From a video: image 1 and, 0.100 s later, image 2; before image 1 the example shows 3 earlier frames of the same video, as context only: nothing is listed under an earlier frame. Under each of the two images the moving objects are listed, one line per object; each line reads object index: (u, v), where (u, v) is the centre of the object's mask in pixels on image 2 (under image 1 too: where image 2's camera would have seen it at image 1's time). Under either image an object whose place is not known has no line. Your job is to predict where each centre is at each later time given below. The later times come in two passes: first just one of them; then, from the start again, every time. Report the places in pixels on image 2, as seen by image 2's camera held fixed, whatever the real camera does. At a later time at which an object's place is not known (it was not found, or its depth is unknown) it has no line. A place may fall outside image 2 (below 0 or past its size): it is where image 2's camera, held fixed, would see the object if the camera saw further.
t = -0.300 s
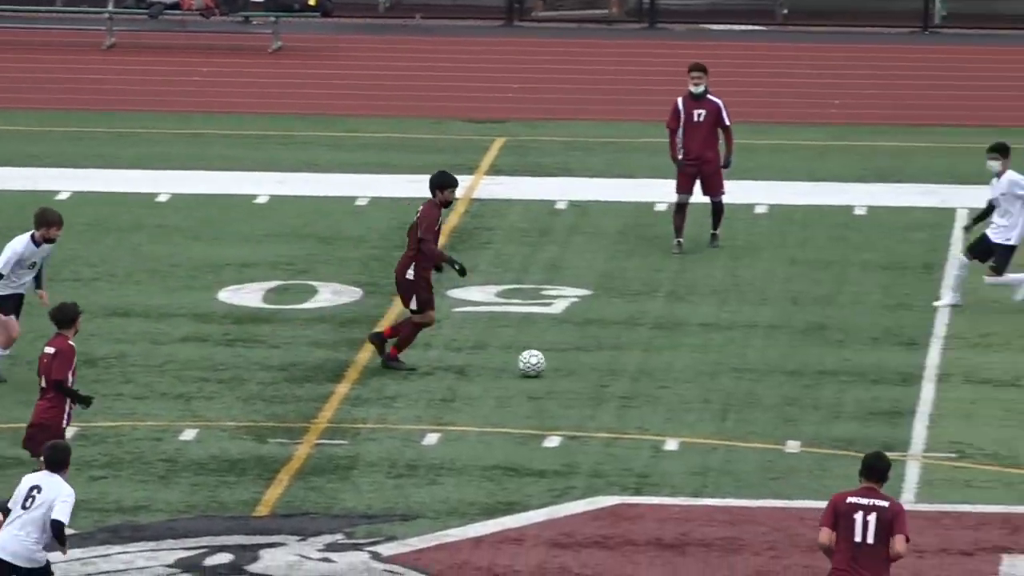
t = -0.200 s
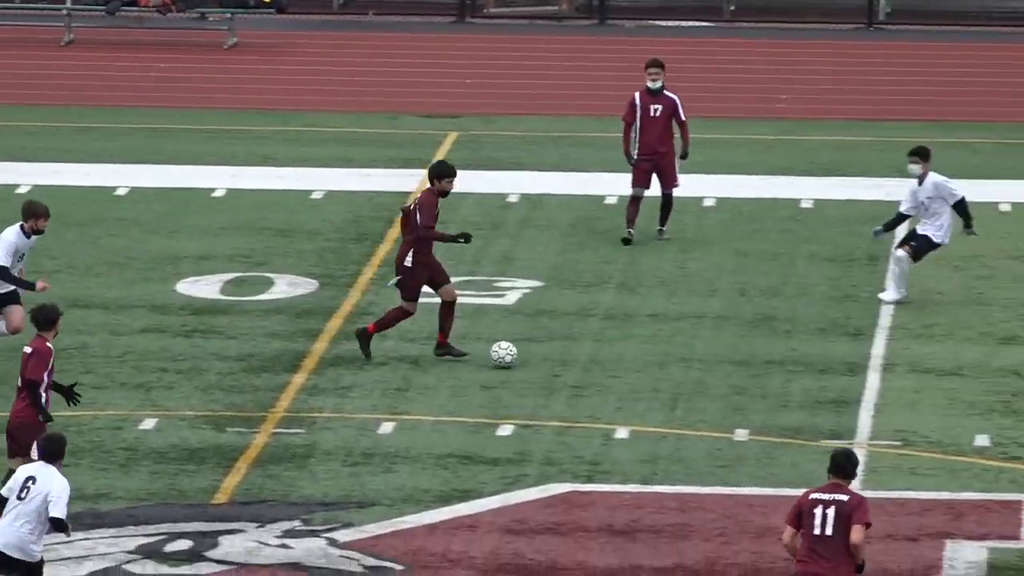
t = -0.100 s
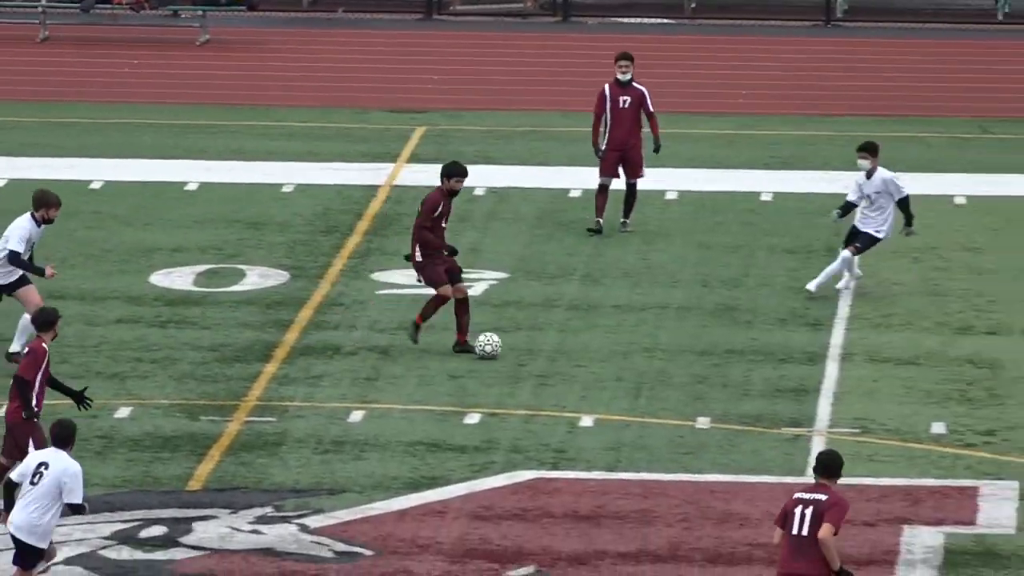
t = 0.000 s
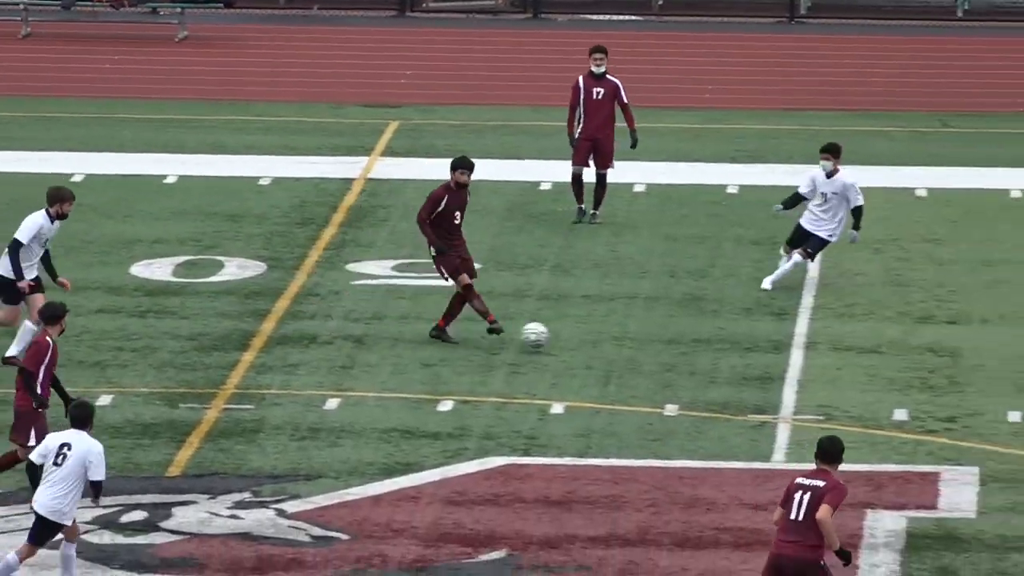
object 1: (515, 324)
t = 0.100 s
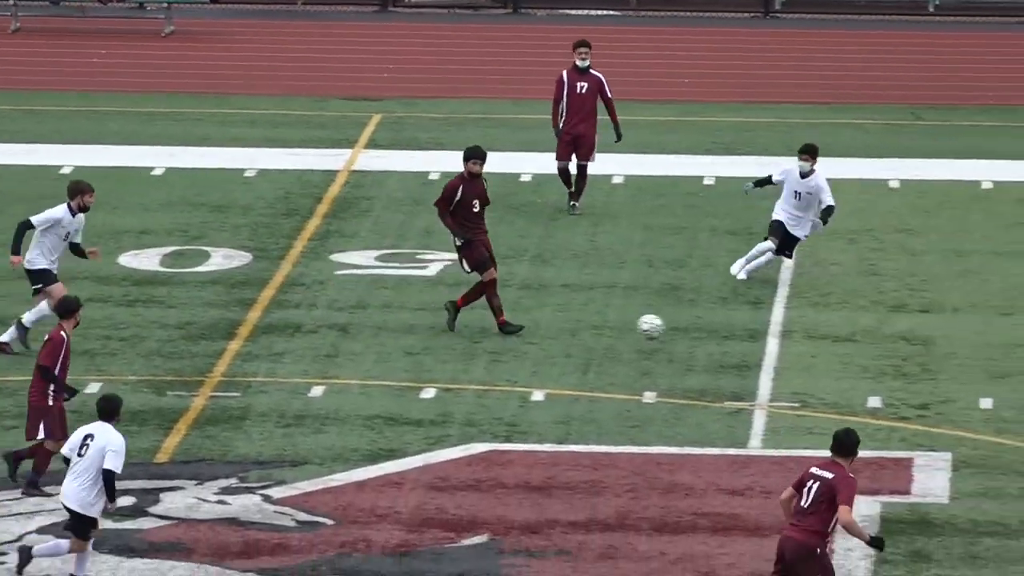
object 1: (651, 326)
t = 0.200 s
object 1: (785, 344)
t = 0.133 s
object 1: (695, 331)
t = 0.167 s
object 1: (740, 336)
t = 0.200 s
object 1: (785, 344)
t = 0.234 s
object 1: (827, 349)
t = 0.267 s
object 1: (868, 347)
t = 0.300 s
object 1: (908, 347)
